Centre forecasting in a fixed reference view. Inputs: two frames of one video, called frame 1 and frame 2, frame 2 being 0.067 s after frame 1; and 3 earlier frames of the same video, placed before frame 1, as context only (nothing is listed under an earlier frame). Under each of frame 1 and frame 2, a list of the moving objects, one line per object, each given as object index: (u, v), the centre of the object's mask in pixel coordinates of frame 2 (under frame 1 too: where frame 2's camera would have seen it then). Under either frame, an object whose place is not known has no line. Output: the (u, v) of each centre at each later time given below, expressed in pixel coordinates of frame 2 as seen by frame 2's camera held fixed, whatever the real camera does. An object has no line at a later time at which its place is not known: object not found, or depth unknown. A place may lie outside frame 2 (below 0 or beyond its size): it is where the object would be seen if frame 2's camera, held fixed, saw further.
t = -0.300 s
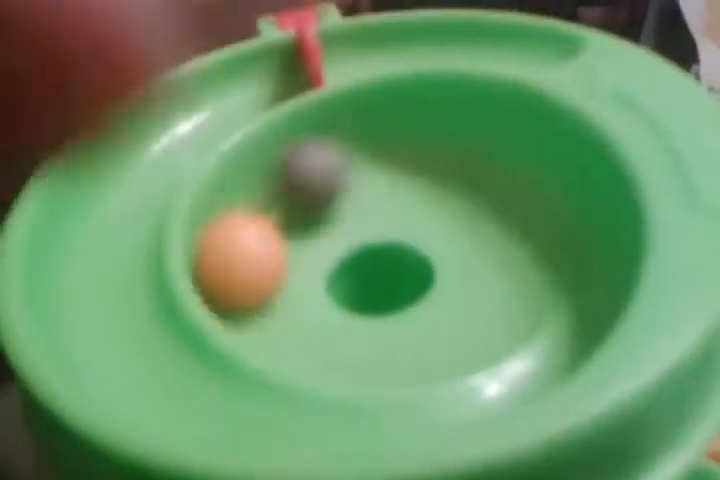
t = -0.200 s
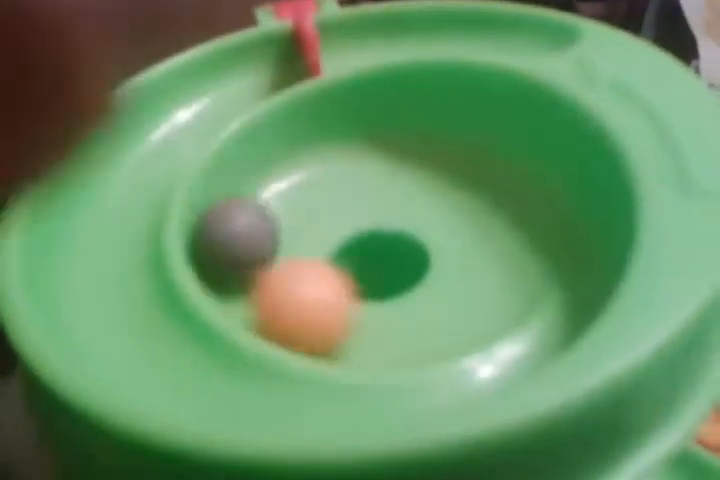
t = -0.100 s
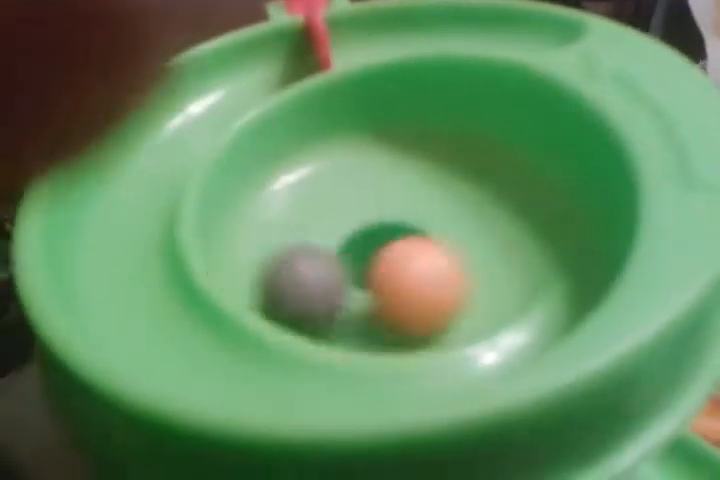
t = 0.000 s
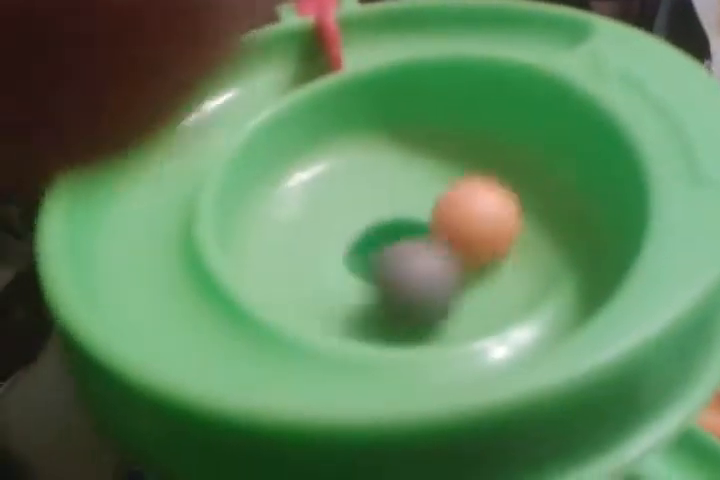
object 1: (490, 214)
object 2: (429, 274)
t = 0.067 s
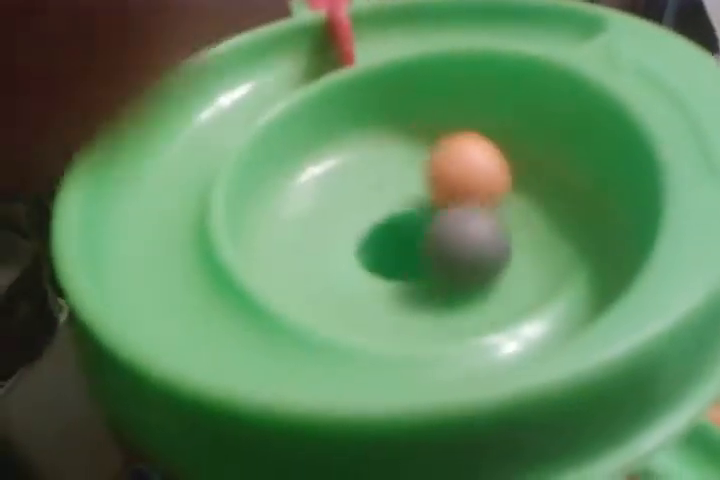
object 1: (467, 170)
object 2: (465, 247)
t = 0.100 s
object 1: (445, 154)
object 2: (473, 227)
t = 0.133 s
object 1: (424, 143)
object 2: (472, 204)
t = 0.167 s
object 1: (398, 131)
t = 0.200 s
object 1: (374, 133)
